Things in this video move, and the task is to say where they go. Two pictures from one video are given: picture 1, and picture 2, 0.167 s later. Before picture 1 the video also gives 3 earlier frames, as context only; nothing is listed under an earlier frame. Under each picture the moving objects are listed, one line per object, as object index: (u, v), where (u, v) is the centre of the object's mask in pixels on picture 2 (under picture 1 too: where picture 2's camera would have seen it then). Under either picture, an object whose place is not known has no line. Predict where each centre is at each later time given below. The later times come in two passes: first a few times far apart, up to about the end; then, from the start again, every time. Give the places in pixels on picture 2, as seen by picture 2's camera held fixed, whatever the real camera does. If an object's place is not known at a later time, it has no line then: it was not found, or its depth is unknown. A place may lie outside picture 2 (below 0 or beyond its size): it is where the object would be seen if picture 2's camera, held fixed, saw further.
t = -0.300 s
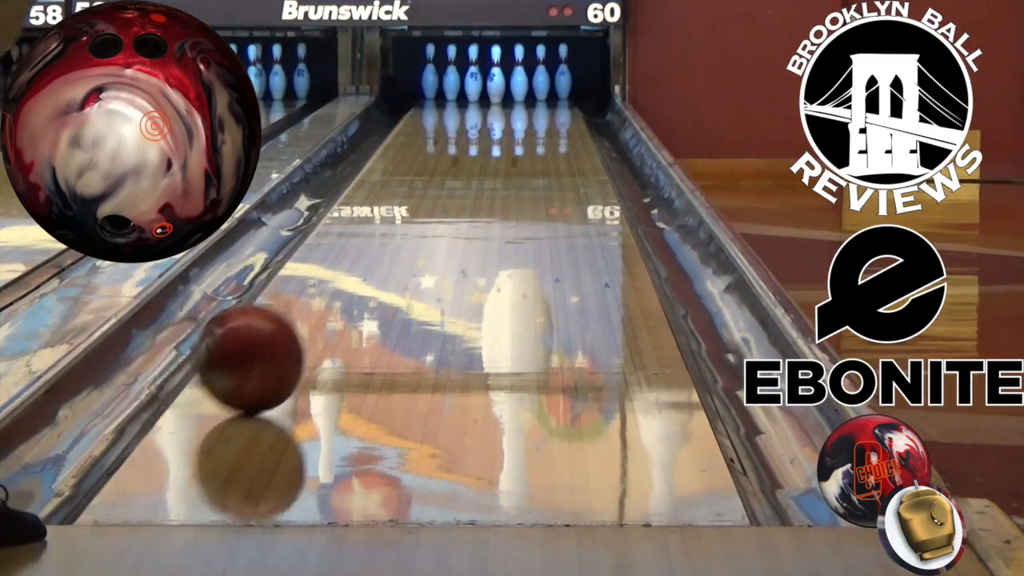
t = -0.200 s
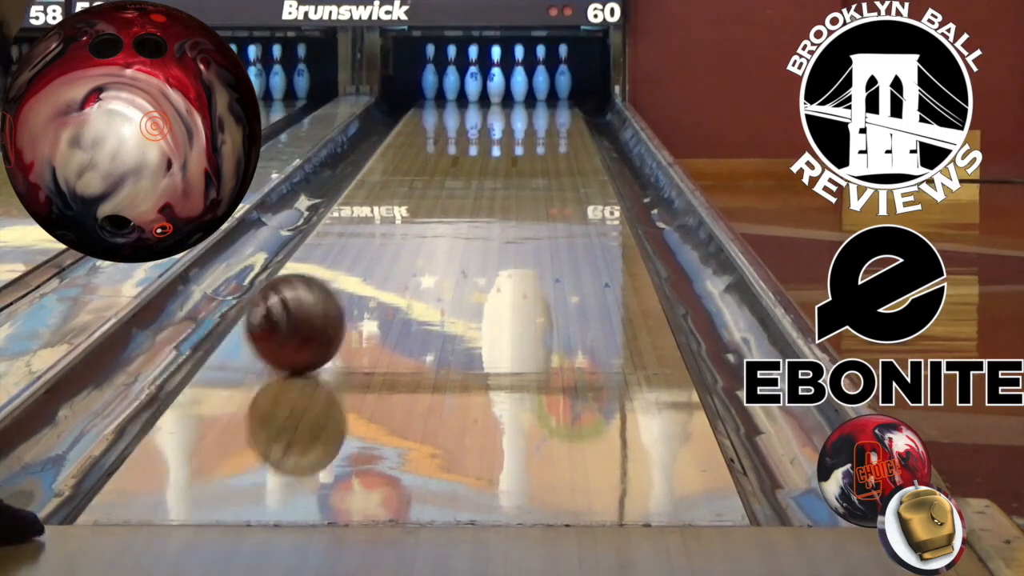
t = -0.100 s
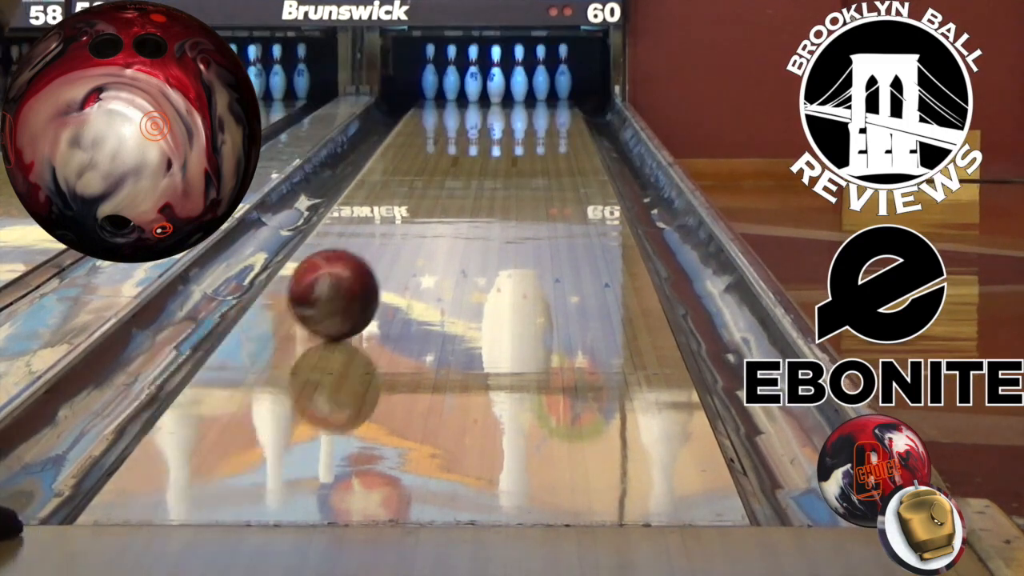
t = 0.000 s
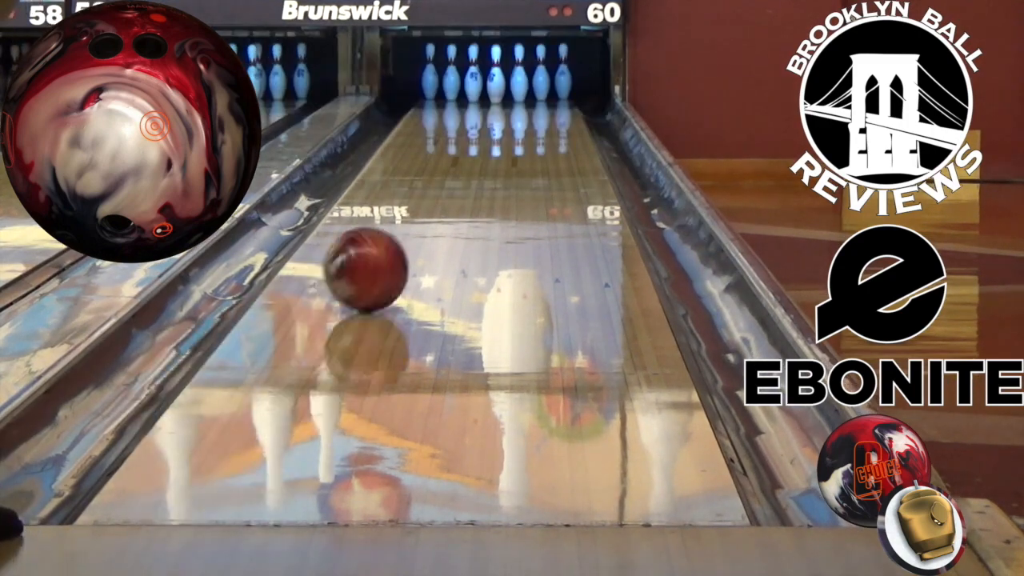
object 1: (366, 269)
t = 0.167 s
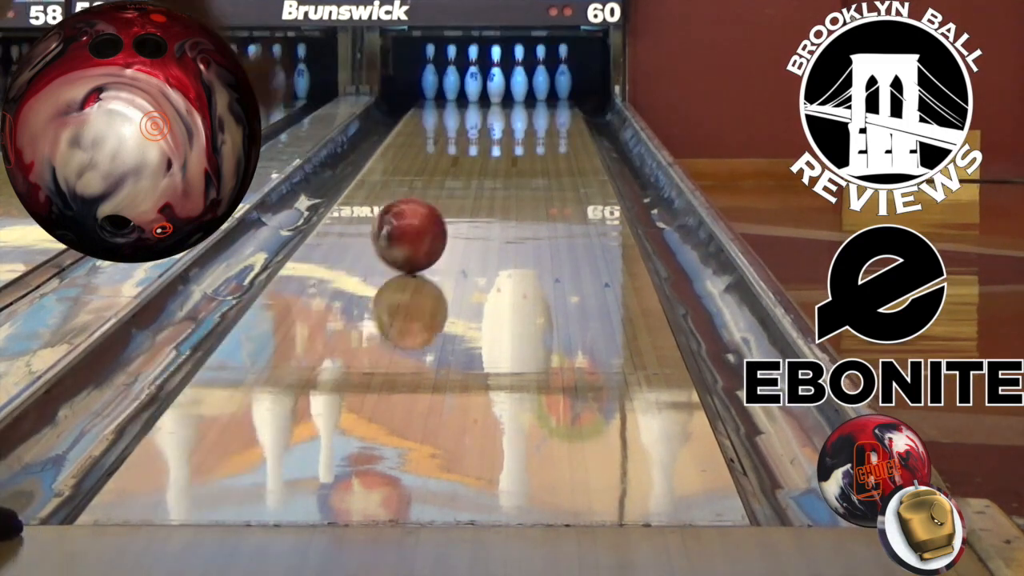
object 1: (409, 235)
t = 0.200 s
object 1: (417, 229)
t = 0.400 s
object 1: (455, 200)
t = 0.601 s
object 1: (484, 176)
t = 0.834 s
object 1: (510, 155)
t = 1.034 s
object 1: (529, 140)
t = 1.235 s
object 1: (545, 126)
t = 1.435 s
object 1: (553, 116)
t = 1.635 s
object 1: (554, 107)
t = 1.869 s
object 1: (545, 98)
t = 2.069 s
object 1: (530, 92)
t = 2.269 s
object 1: (518, 88)
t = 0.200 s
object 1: (417, 229)
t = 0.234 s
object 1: (424, 224)
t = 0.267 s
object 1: (431, 219)
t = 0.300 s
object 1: (437, 213)
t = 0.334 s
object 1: (444, 209)
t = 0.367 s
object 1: (449, 205)
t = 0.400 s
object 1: (455, 200)
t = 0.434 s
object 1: (461, 197)
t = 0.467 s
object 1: (466, 192)
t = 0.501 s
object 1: (470, 187)
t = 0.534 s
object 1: (475, 183)
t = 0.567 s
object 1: (480, 179)
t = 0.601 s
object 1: (484, 176)
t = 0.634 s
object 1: (489, 173)
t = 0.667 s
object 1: (492, 170)
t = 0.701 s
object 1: (497, 166)
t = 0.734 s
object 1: (501, 163)
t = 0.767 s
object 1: (504, 160)
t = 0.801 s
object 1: (507, 157)
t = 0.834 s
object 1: (510, 155)
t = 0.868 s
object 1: (515, 152)
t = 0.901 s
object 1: (517, 150)
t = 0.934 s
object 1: (521, 147)
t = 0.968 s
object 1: (524, 144)
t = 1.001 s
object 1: (526, 142)
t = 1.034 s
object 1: (529, 140)
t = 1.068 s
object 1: (532, 137)
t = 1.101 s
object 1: (535, 135)
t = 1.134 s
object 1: (537, 133)
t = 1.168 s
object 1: (539, 131)
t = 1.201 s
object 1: (542, 129)
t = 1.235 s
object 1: (545, 126)
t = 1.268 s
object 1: (546, 124)
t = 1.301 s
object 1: (548, 122)
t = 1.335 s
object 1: (550, 120)
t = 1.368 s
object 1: (552, 119)
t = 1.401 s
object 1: (553, 117)
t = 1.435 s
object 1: (553, 116)
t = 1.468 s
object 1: (555, 114)
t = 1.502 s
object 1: (555, 113)
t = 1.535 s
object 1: (555, 111)
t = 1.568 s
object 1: (555, 109)
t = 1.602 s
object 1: (554, 108)
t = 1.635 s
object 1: (554, 107)
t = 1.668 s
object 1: (553, 105)
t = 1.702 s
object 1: (552, 104)
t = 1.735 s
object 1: (551, 103)
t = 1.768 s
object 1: (550, 102)
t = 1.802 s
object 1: (548, 101)
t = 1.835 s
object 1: (547, 99)
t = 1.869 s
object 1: (545, 98)
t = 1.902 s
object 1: (542, 97)
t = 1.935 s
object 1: (541, 96)
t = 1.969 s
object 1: (539, 95)
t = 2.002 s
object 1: (536, 94)
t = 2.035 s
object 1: (534, 93)
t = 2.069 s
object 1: (530, 92)
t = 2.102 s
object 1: (527, 91)
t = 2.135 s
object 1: (524, 91)
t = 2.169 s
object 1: (520, 89)
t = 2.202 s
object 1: (517, 88)
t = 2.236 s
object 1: (516, 89)
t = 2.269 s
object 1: (518, 88)
